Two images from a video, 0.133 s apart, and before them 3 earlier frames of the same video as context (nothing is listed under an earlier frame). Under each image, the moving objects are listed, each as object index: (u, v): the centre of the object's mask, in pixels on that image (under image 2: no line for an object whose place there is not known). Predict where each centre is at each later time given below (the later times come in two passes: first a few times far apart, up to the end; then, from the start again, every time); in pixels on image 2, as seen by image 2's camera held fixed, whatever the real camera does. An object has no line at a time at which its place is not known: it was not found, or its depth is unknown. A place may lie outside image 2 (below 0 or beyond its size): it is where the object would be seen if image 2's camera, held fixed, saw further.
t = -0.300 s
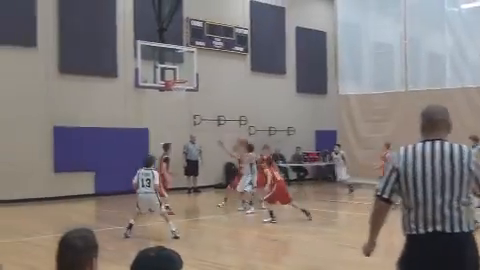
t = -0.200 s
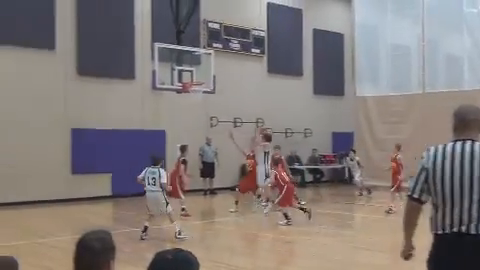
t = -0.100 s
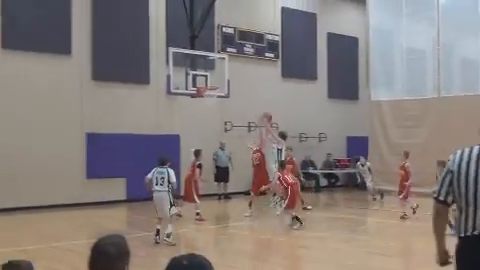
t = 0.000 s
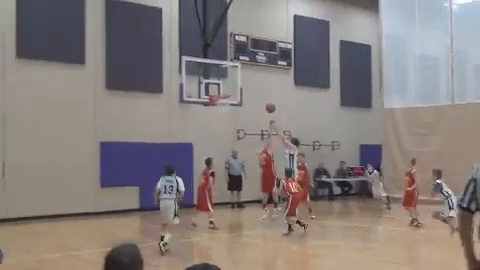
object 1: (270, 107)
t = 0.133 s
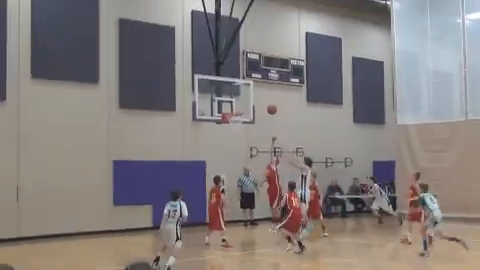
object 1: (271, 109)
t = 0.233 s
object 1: (264, 103)
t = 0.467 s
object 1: (246, 104)
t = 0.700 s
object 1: (229, 129)
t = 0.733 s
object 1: (227, 134)
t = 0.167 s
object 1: (269, 106)
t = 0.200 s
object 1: (266, 104)
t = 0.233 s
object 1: (264, 103)
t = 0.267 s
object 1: (261, 102)
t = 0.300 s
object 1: (258, 102)
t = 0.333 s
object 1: (256, 101)
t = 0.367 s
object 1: (253, 101)
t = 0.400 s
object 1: (251, 101)
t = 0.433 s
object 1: (248, 103)
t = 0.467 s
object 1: (246, 104)
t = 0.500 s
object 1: (244, 106)
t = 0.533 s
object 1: (241, 109)
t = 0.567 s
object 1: (238, 112)
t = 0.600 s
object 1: (237, 115)
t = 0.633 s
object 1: (234, 119)
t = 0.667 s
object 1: (232, 124)
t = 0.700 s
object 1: (229, 129)
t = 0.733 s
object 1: (227, 134)
